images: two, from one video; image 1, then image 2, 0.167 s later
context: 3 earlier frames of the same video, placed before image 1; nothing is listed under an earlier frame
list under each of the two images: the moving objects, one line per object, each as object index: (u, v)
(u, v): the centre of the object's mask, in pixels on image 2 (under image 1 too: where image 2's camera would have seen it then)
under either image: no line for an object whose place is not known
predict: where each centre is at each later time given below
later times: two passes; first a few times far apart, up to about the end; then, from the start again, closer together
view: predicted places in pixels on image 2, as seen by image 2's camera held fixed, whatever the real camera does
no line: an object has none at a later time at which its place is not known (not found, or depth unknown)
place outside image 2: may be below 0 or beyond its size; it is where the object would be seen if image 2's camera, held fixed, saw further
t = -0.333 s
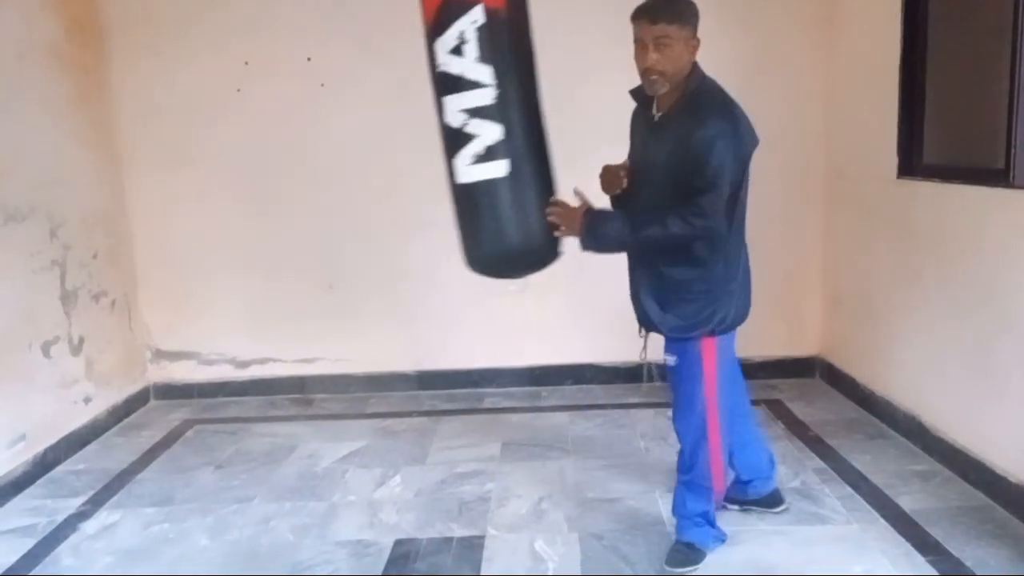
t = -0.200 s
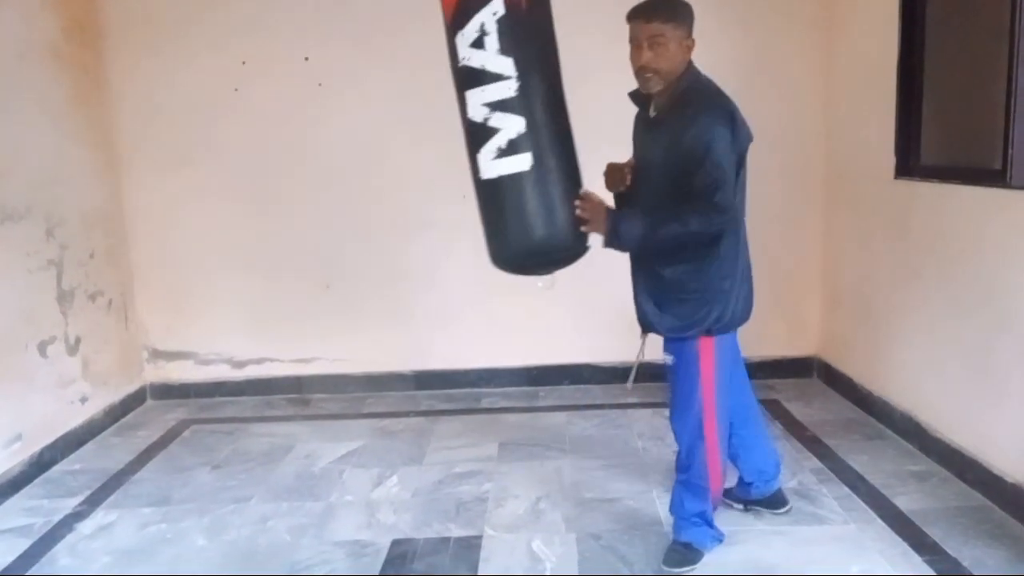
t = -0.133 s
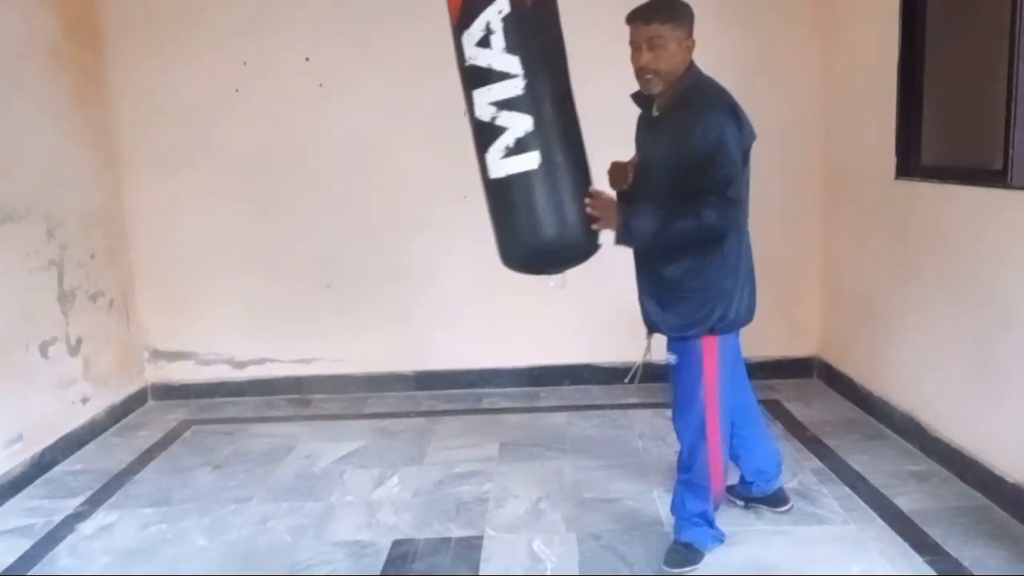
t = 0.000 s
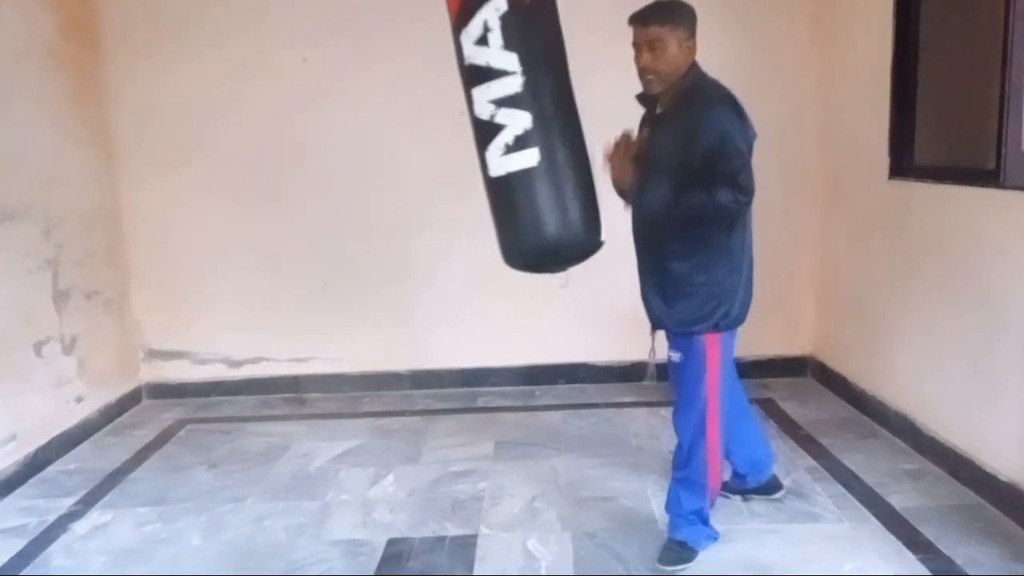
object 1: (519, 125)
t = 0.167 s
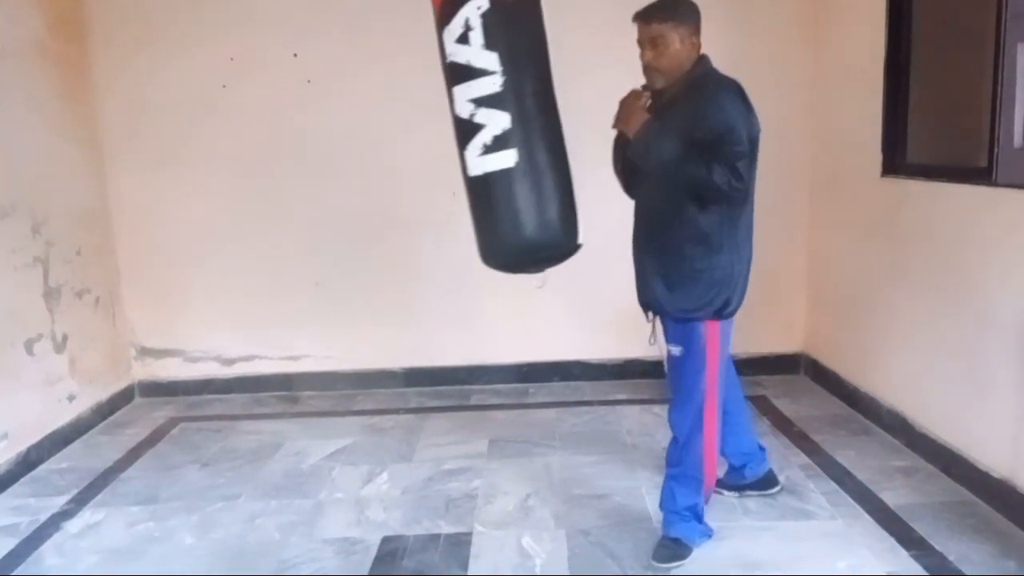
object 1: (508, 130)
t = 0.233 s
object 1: (498, 131)
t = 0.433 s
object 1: (455, 134)
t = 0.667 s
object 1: (397, 129)
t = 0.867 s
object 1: (356, 123)
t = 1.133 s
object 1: (328, 123)
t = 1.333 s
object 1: (331, 123)
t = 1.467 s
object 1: (346, 123)
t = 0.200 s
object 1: (503, 126)
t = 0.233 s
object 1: (498, 131)
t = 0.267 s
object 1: (491, 126)
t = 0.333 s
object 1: (478, 132)
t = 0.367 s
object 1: (471, 133)
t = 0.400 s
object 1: (463, 133)
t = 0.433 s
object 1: (455, 134)
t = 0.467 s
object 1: (447, 135)
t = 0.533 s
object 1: (431, 135)
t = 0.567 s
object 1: (423, 134)
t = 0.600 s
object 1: (414, 134)
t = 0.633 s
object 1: (405, 129)
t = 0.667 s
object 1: (397, 129)
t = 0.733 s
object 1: (383, 128)
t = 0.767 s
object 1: (375, 131)
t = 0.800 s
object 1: (368, 131)
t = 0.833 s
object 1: (362, 124)
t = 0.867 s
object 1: (356, 123)
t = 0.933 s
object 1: (346, 125)
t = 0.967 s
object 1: (341, 126)
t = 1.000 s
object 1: (338, 125)
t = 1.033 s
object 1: (334, 125)
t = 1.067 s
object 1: (331, 124)
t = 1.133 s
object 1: (328, 123)
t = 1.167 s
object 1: (327, 123)
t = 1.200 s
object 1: (326, 123)
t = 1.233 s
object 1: (326, 123)
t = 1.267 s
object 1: (328, 123)
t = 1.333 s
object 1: (331, 123)
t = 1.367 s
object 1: (334, 123)
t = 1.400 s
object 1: (338, 123)
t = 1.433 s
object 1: (341, 123)
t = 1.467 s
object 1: (346, 123)
